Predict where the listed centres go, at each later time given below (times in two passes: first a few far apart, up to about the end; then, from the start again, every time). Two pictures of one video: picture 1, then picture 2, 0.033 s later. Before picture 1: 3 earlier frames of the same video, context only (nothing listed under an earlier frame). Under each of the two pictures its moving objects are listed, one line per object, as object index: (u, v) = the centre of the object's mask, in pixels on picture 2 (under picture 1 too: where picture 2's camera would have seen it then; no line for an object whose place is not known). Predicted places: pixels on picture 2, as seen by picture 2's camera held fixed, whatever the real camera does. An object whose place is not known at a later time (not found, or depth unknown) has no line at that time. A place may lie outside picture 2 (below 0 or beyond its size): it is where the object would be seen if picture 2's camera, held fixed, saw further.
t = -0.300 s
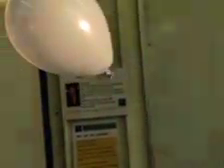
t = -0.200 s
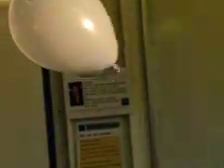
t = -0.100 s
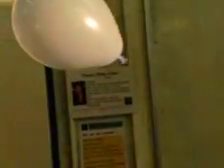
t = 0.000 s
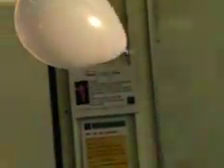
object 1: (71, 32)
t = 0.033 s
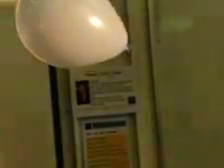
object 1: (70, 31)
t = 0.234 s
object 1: (69, 30)
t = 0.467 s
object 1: (66, 30)
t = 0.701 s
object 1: (61, 32)
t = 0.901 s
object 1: (56, 33)
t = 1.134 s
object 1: (51, 34)
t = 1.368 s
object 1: (46, 36)
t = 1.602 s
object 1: (41, 37)
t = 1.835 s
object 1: (37, 39)
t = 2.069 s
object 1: (33, 41)
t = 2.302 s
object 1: (28, 43)
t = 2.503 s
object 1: (24, 45)
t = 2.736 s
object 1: (21, 51)
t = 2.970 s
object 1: (21, 58)
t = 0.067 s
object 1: (70, 31)
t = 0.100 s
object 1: (70, 31)
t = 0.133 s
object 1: (70, 31)
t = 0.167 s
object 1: (70, 31)
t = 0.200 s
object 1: (69, 30)
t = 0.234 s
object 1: (69, 30)
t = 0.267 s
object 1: (69, 30)
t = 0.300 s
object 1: (69, 30)
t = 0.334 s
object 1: (68, 30)
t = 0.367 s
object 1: (68, 30)
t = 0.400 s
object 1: (67, 30)
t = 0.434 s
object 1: (67, 30)
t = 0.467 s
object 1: (66, 30)
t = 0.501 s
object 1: (65, 30)
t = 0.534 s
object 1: (65, 31)
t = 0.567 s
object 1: (64, 31)
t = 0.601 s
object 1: (63, 31)
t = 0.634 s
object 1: (62, 31)
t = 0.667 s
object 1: (61, 32)
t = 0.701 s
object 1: (61, 32)
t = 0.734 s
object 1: (60, 32)
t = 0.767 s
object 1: (59, 32)
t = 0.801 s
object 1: (58, 33)
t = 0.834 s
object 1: (57, 33)
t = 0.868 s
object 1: (57, 33)
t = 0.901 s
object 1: (56, 33)
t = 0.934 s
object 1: (55, 33)
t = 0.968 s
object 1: (54, 34)
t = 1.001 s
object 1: (54, 34)
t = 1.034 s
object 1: (53, 34)
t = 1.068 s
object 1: (52, 34)
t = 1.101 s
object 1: (51, 34)
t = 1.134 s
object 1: (51, 34)
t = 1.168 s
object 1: (50, 34)
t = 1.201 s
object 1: (49, 35)
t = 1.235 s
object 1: (48, 35)
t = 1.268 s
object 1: (48, 35)
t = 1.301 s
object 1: (47, 35)
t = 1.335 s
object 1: (47, 35)
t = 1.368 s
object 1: (46, 36)
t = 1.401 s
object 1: (45, 36)
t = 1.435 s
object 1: (45, 36)
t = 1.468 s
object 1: (44, 36)
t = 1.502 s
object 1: (43, 37)
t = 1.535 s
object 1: (43, 37)
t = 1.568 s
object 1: (42, 37)
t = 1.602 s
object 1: (41, 37)
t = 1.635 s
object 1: (41, 38)
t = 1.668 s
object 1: (40, 38)
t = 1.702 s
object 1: (40, 38)
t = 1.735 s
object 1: (39, 38)
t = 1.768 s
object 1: (38, 39)
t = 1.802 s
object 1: (37, 39)
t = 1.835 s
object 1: (37, 39)
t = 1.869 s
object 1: (36, 39)
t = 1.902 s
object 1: (36, 40)
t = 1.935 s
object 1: (35, 40)
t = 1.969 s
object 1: (35, 40)
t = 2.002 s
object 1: (34, 41)
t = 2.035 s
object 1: (33, 41)
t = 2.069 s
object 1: (33, 41)
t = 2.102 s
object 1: (32, 41)
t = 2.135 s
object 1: (32, 41)
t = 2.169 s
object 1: (31, 42)
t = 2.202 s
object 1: (30, 42)
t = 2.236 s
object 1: (29, 43)
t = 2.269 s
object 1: (29, 43)
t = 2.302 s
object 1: (28, 43)
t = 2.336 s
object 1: (28, 43)
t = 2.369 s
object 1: (27, 43)
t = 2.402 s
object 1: (26, 43)
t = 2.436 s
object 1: (25, 44)
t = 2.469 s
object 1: (25, 45)
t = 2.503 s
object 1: (24, 45)
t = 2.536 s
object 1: (24, 45)
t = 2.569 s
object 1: (23, 45)
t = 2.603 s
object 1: (23, 46)
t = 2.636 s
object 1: (22, 47)
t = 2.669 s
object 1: (22, 49)
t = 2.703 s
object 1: (21, 50)
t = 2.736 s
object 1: (21, 51)
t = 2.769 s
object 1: (22, 52)
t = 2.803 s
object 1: (21, 53)
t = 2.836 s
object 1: (21, 54)
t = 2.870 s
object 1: (21, 55)
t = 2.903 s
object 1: (21, 56)
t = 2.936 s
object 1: (21, 57)
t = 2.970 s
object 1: (21, 58)
